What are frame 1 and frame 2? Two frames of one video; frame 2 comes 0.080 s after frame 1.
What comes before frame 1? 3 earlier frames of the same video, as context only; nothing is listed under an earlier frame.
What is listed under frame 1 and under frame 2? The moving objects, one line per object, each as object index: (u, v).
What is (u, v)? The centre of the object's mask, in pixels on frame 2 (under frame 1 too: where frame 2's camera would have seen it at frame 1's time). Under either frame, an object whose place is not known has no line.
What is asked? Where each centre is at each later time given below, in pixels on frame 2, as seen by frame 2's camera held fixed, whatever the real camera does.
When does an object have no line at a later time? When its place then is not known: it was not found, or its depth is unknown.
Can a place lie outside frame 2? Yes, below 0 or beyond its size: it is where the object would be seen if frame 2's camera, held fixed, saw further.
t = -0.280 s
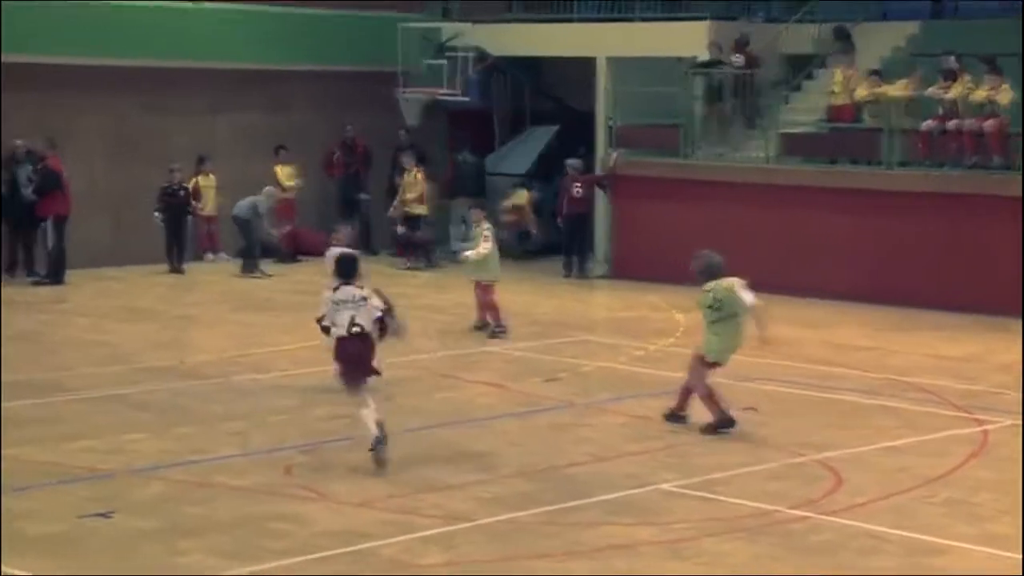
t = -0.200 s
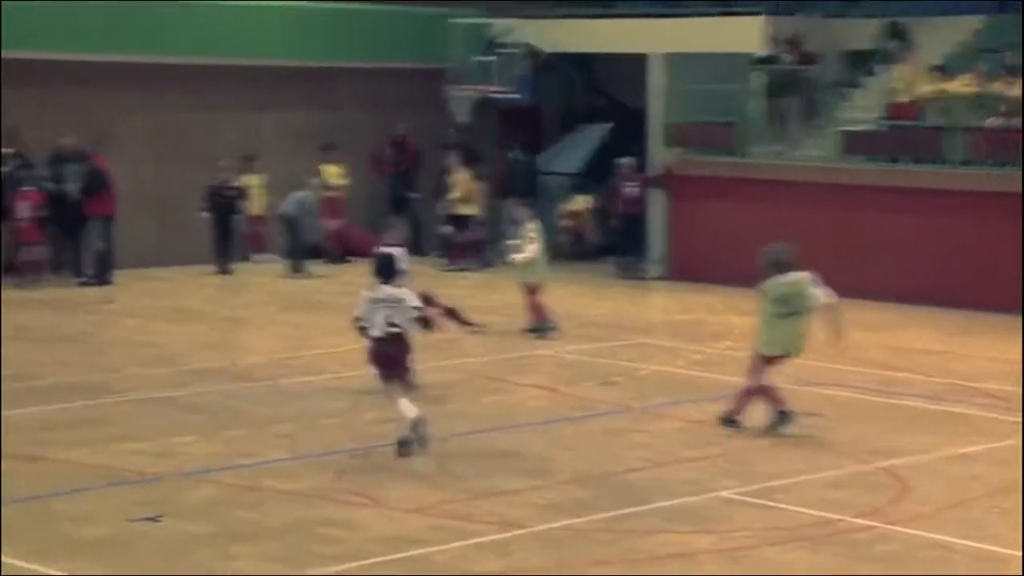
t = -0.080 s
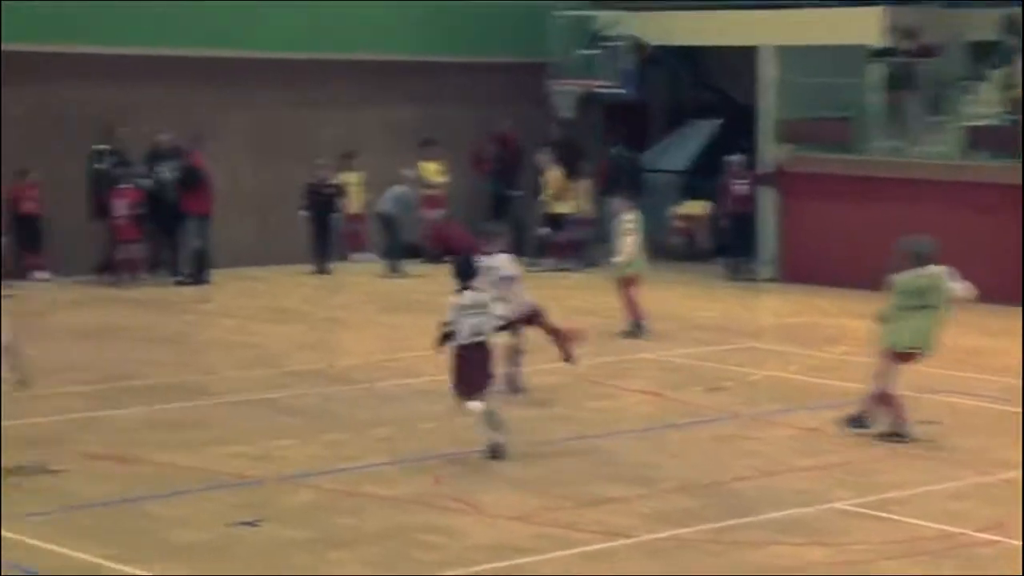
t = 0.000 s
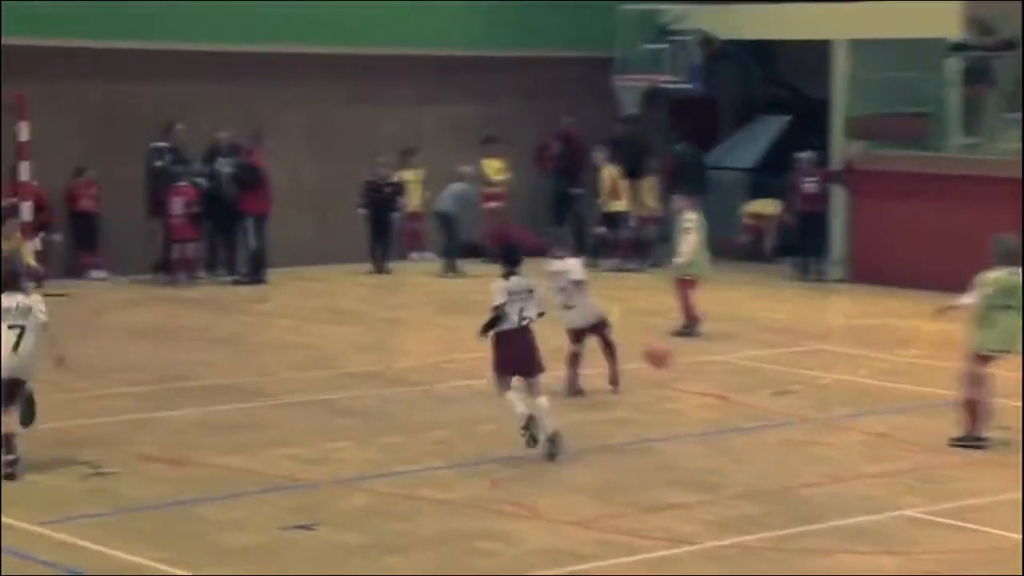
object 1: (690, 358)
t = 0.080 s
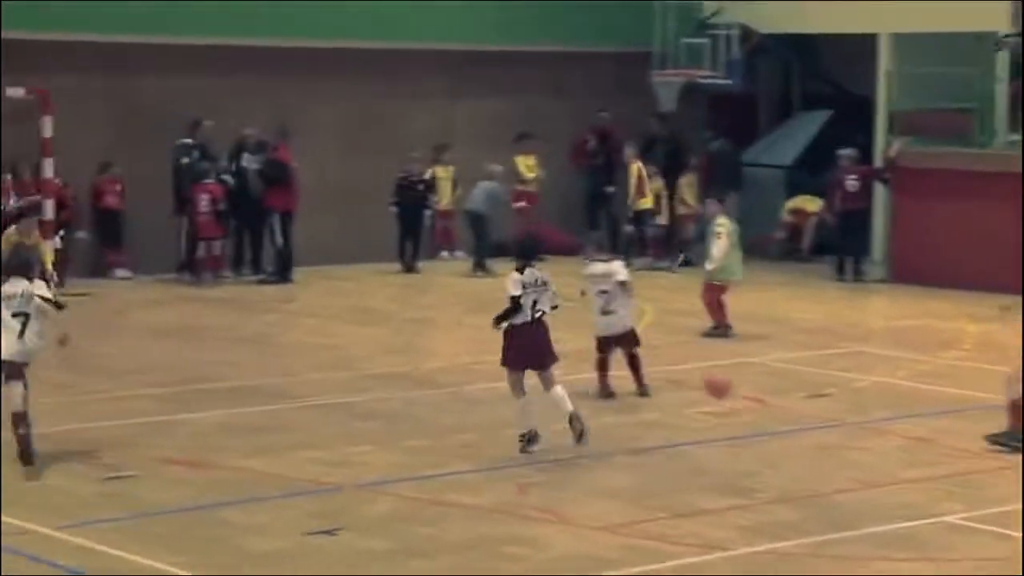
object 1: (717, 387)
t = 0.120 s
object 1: (730, 401)
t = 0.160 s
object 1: (739, 393)
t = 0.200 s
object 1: (749, 388)
